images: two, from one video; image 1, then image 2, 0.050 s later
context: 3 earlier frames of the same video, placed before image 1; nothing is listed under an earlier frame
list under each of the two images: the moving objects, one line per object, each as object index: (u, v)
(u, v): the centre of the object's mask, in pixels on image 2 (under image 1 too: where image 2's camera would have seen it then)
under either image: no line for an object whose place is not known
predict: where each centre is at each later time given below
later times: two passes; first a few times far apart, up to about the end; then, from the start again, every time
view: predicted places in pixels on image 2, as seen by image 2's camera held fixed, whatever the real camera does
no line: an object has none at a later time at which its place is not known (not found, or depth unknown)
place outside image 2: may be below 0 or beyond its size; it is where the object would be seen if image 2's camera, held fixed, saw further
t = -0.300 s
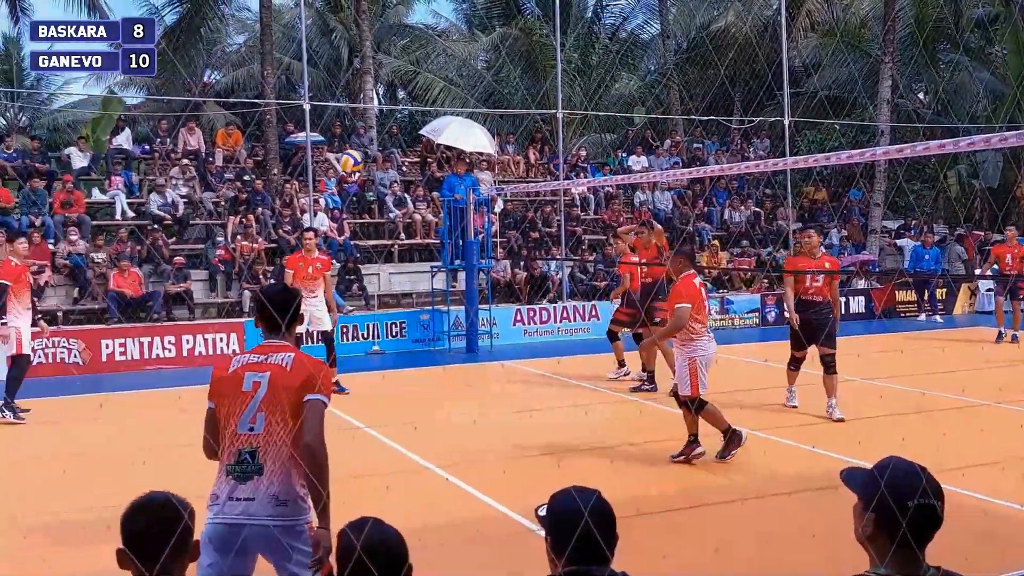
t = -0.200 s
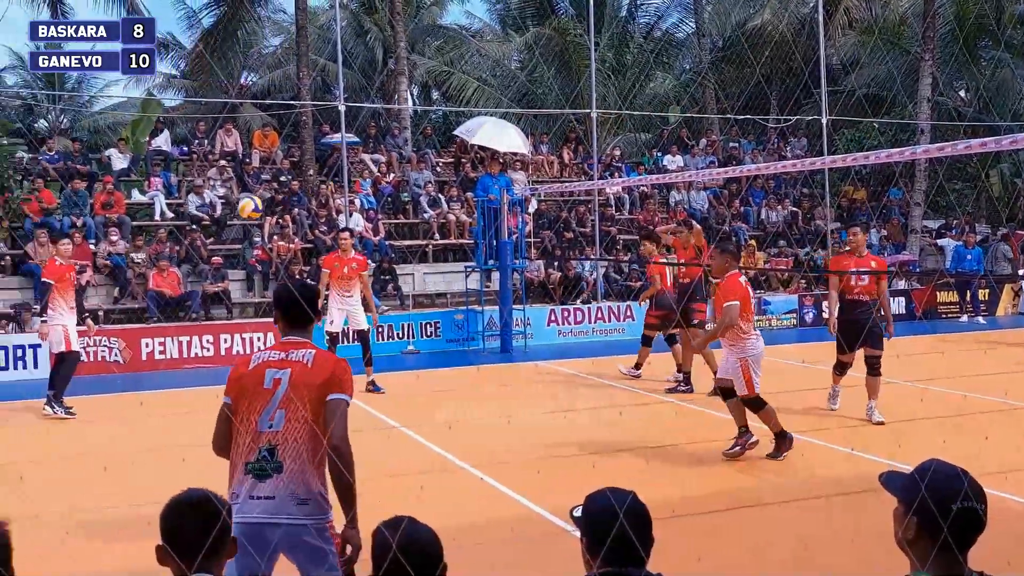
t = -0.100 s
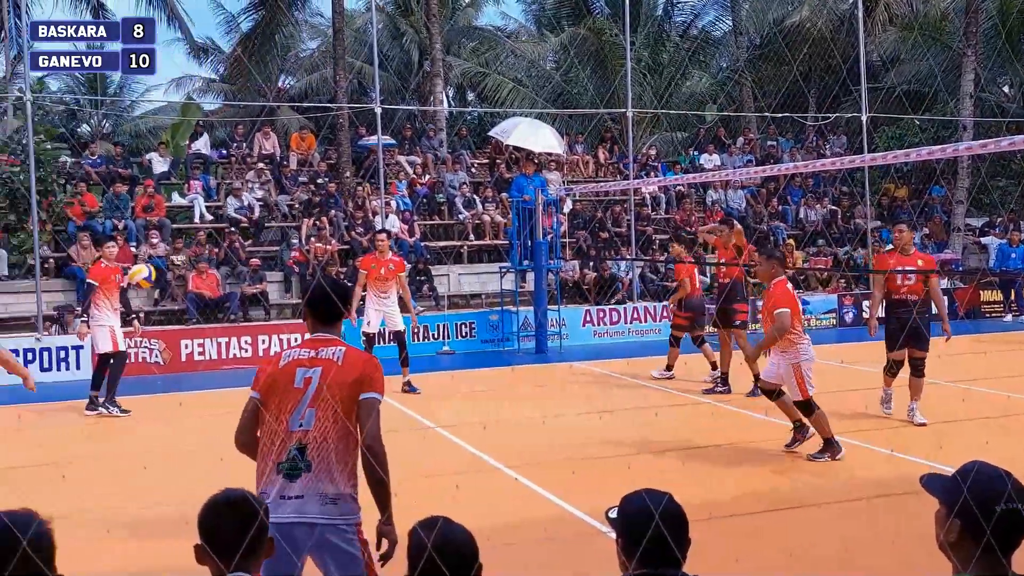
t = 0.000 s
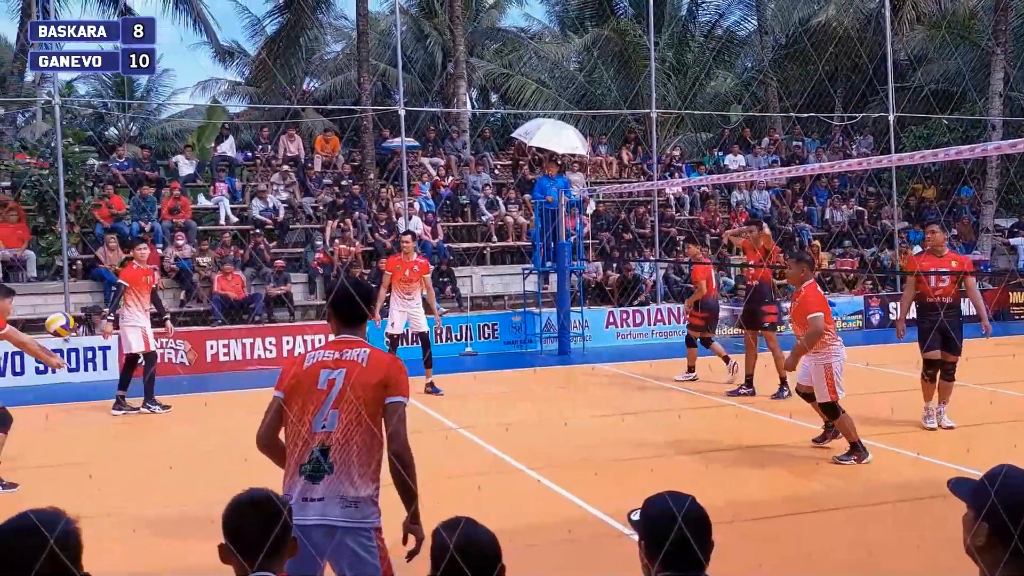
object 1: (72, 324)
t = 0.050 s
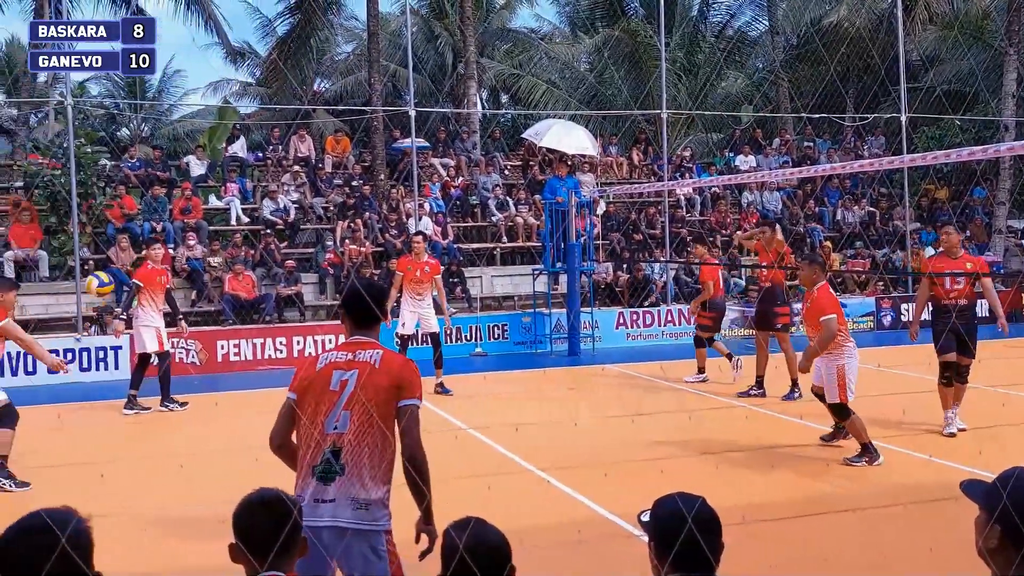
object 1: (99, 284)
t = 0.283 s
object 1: (229, 138)
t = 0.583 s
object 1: (395, 48)
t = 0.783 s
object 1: (505, 47)
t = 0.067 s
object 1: (108, 272)
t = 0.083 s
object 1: (117, 259)
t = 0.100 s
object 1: (127, 244)
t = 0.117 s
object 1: (135, 235)
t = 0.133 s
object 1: (145, 225)
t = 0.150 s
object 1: (154, 215)
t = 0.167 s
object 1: (164, 203)
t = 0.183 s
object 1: (175, 191)
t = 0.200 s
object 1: (183, 184)
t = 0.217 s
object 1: (193, 173)
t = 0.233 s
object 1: (201, 164)
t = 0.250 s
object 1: (210, 155)
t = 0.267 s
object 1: (219, 145)
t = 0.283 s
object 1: (229, 138)
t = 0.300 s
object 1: (238, 130)
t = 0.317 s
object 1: (248, 123)
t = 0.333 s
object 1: (257, 116)
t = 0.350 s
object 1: (267, 108)
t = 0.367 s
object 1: (276, 102)
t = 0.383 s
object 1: (286, 96)
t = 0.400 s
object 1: (295, 90)
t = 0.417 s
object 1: (304, 84)
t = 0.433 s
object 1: (313, 79)
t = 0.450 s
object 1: (322, 75)
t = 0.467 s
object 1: (331, 69)
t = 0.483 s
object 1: (339, 65)
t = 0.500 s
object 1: (348, 62)
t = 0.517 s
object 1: (357, 58)
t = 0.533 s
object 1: (367, 55)
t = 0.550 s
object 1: (376, 52)
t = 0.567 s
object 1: (385, 50)
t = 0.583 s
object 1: (395, 48)
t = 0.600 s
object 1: (404, 46)
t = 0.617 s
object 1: (414, 44)
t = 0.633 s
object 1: (423, 42)
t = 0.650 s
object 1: (432, 42)
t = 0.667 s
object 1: (441, 41)
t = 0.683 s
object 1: (450, 40)
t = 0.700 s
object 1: (459, 40)
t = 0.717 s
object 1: (468, 41)
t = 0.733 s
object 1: (478, 41)
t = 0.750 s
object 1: (486, 43)
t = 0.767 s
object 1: (495, 45)
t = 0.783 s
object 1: (505, 47)
